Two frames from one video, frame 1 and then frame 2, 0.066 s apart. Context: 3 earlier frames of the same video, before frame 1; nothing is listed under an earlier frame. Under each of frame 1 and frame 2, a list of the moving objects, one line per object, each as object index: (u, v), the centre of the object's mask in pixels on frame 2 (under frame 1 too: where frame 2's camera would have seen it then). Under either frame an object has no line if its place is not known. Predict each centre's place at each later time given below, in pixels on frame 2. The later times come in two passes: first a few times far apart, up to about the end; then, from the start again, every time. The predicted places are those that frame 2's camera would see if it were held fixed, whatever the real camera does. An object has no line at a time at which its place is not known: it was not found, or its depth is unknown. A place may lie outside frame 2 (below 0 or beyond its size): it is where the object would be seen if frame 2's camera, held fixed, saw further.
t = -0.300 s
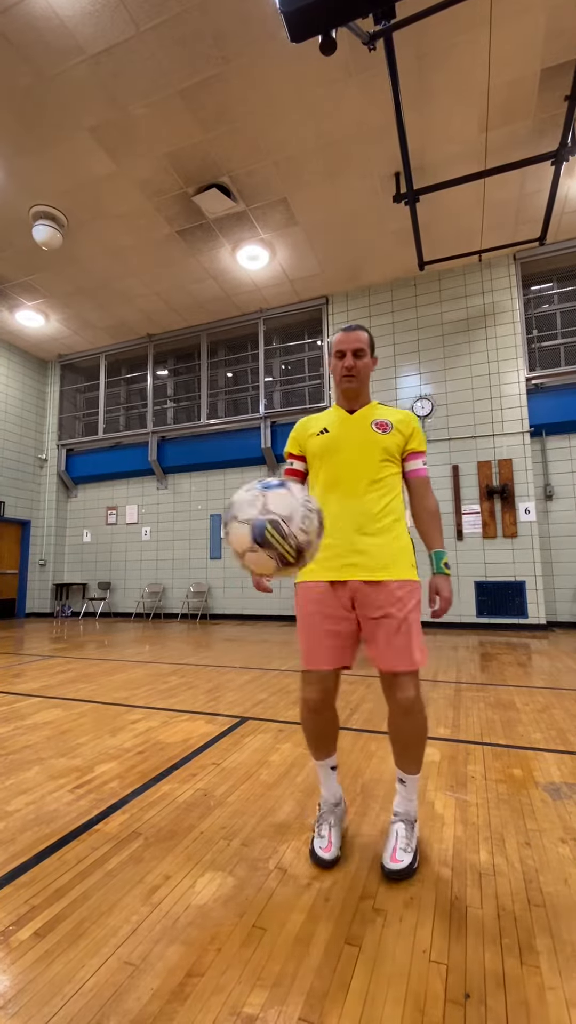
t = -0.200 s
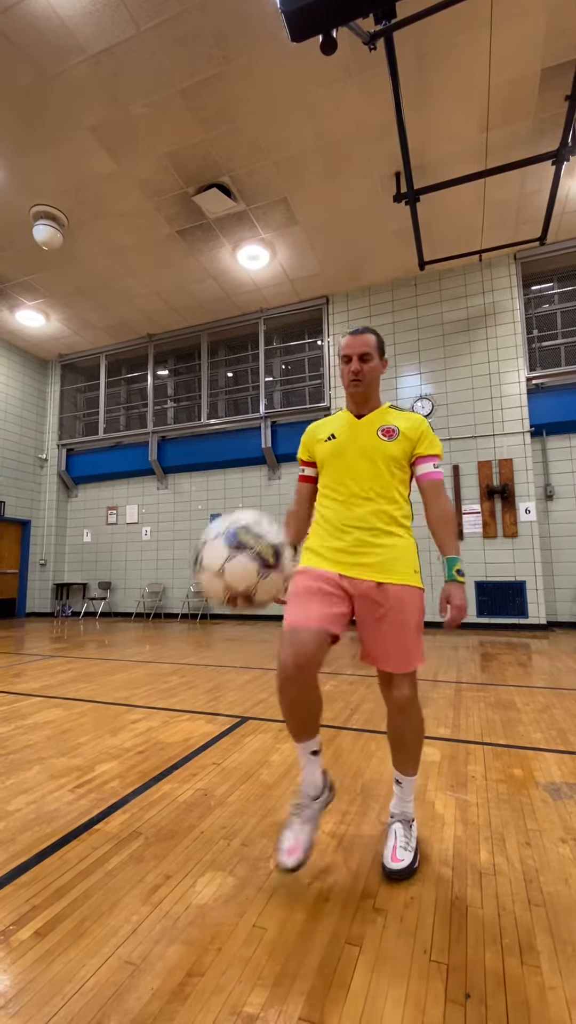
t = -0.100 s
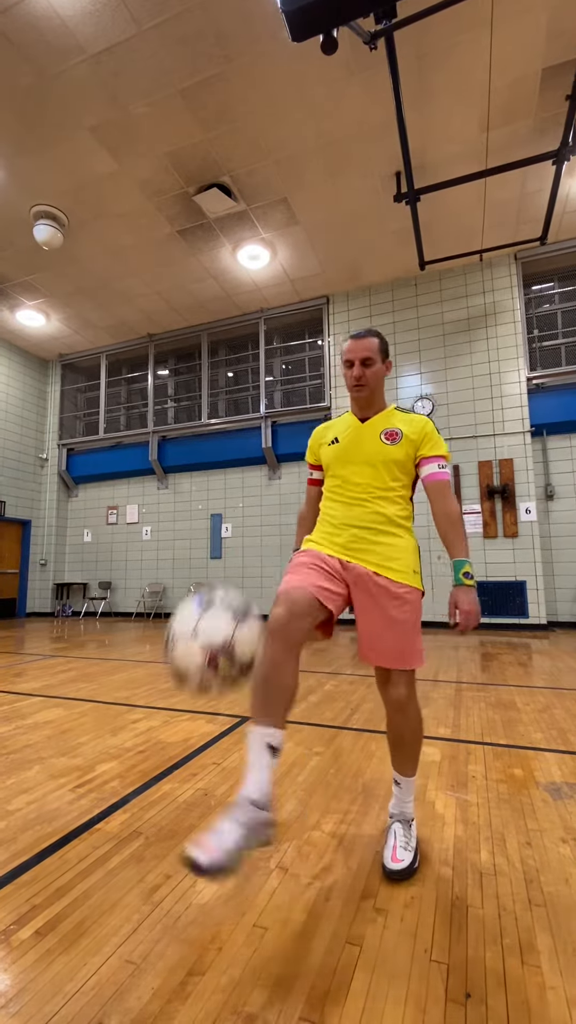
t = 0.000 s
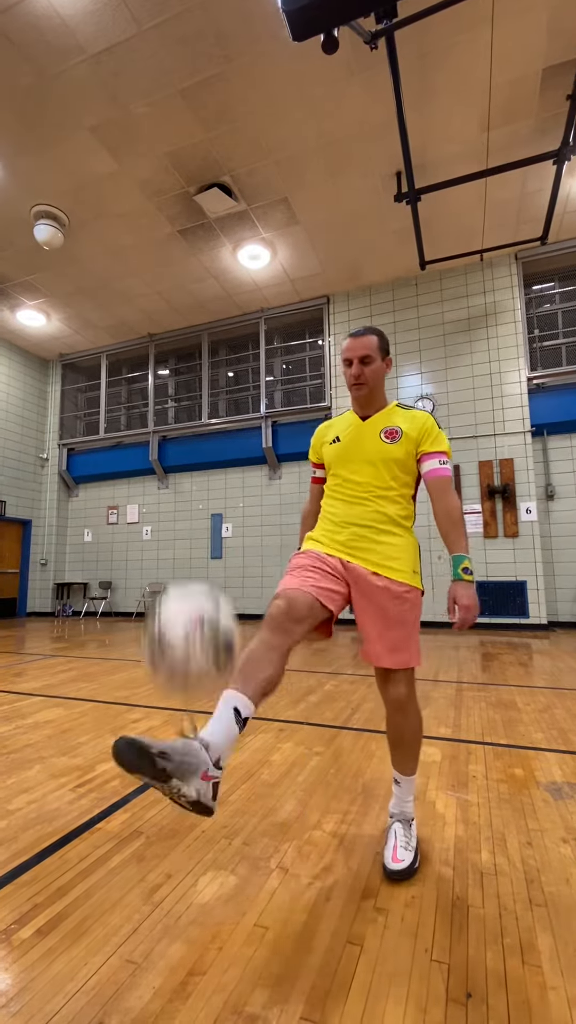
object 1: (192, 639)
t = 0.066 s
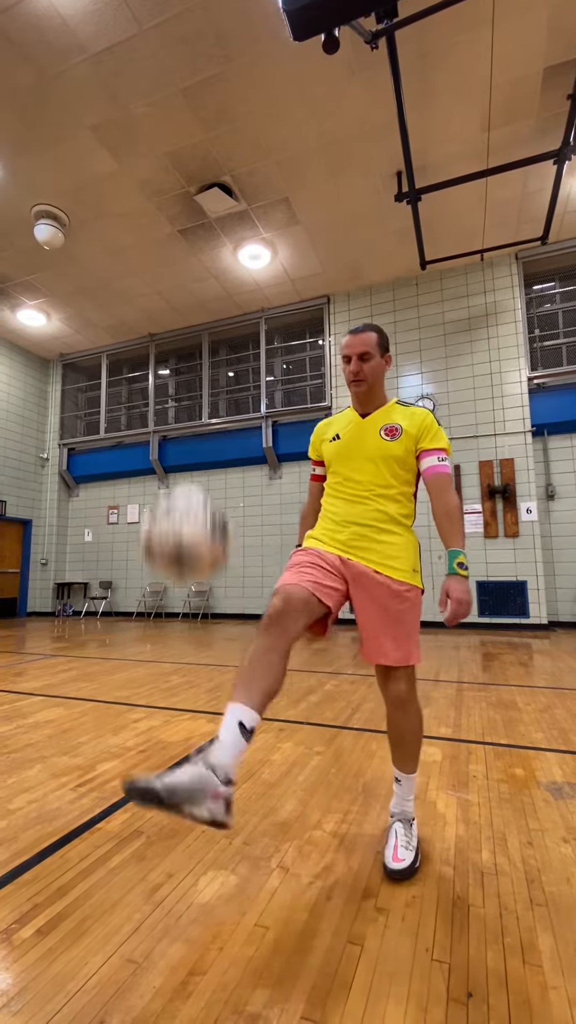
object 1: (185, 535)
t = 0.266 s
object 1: (170, 373)
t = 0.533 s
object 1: (149, 410)
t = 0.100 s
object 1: (183, 493)
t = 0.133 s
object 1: (181, 458)
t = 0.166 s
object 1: (179, 430)
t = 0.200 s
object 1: (176, 406)
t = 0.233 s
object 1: (173, 388)
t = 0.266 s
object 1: (170, 373)
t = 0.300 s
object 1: (168, 364)
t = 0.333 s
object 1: (165, 359)
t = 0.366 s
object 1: (163, 358)
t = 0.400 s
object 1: (160, 361)
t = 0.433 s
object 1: (157, 367)
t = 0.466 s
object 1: (155, 377)
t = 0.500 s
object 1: (152, 391)
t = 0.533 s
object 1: (149, 410)
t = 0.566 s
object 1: (146, 433)
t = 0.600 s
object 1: (142, 458)
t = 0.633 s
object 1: (139, 488)
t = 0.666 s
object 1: (136, 522)
